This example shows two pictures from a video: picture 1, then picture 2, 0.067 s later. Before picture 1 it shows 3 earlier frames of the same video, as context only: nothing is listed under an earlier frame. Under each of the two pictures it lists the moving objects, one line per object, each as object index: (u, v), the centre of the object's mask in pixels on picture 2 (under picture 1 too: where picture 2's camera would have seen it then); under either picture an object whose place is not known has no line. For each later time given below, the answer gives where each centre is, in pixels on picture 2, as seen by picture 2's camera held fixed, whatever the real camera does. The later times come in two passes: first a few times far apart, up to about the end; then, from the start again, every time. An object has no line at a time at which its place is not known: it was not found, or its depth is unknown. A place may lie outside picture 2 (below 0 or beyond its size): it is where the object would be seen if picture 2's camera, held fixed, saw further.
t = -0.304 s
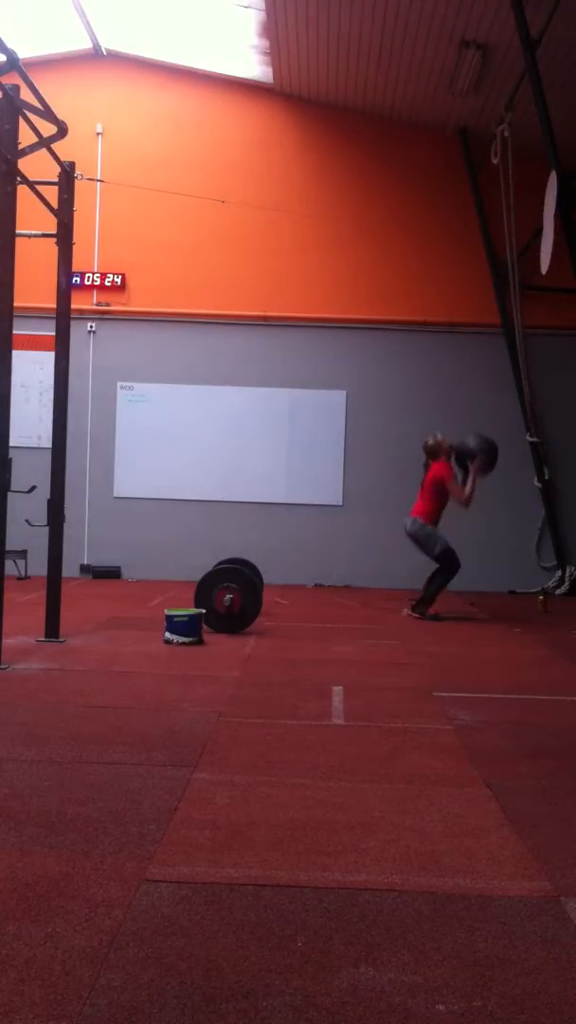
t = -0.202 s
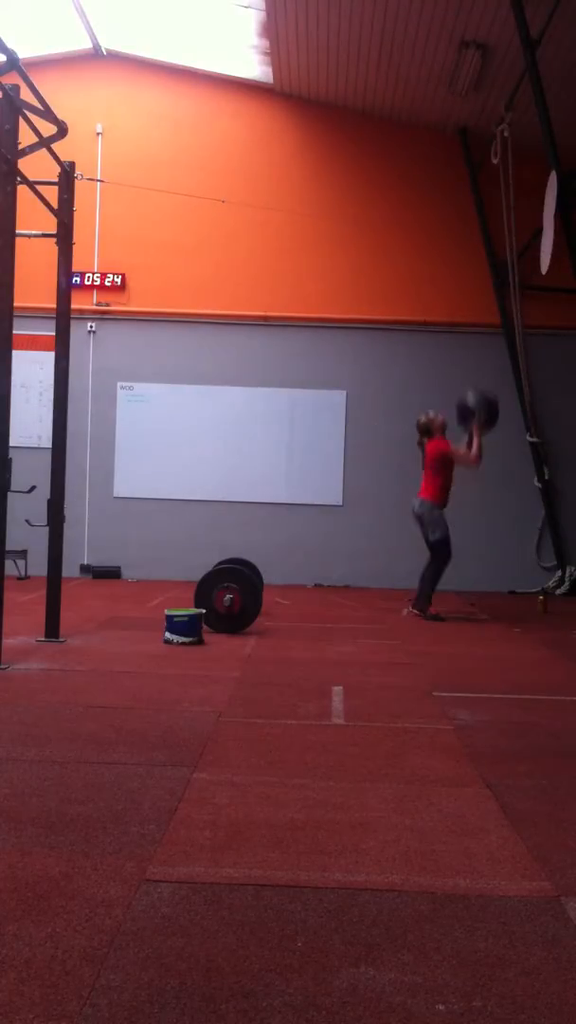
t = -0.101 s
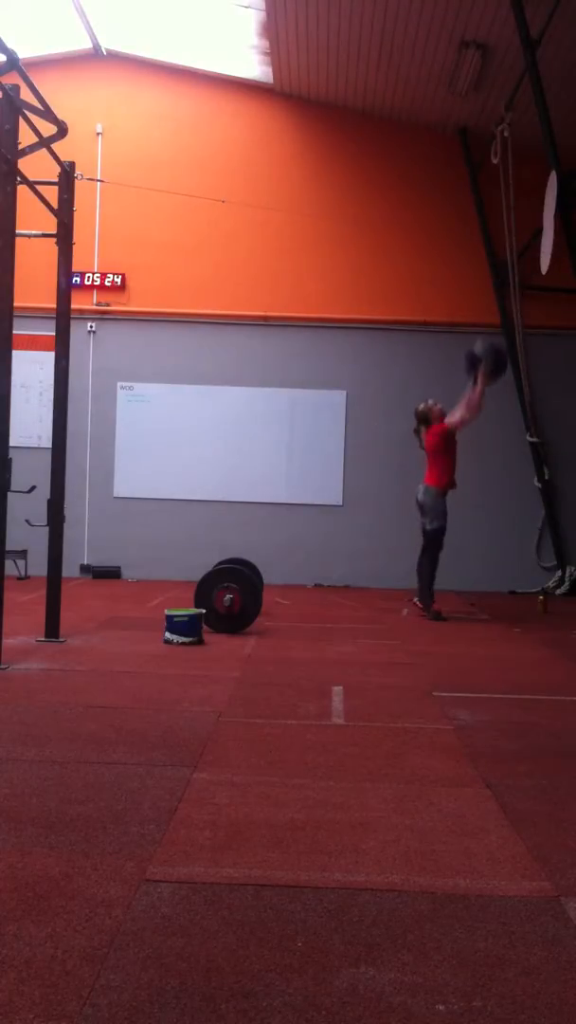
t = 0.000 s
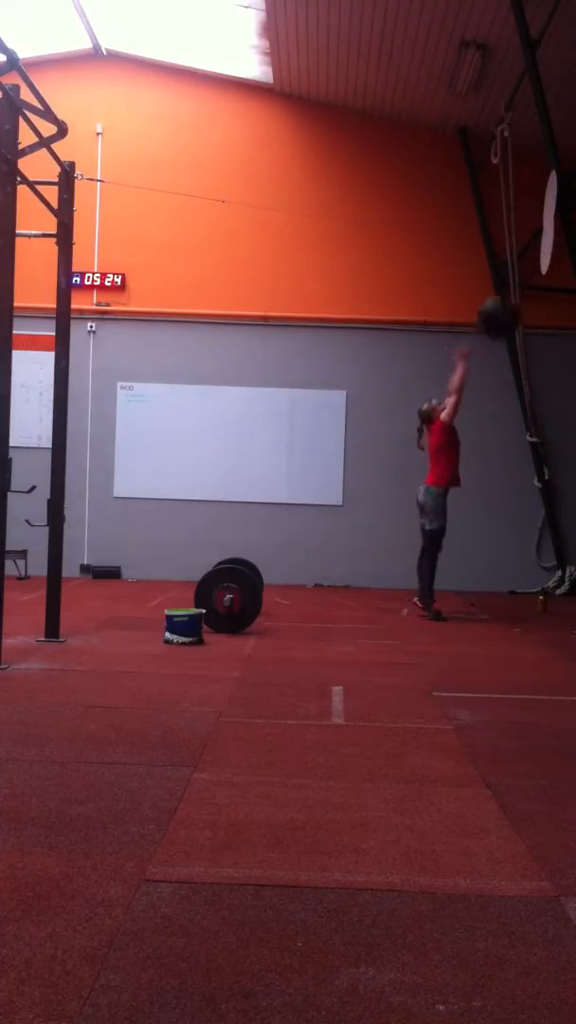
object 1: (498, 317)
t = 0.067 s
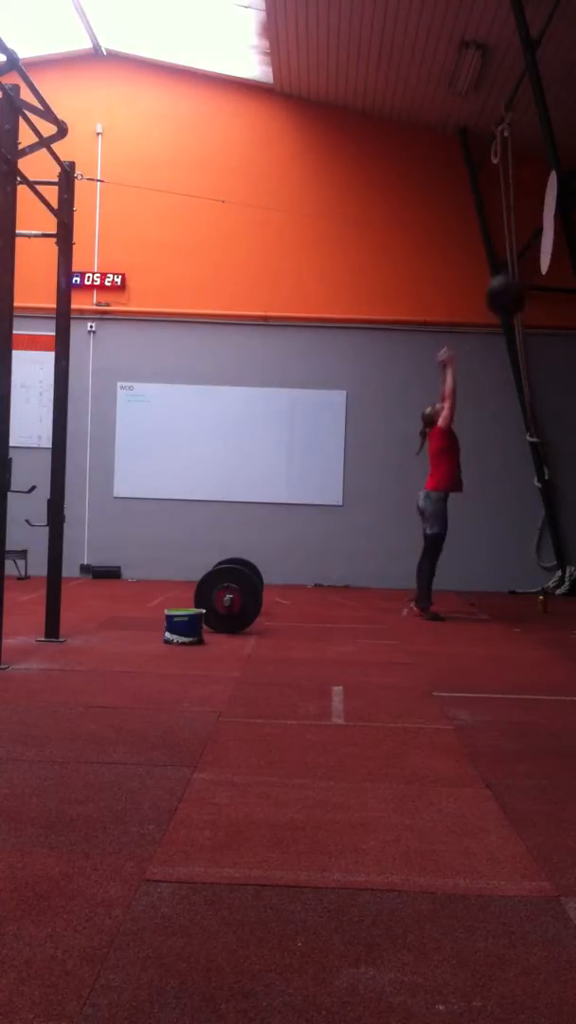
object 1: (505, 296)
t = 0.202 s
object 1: (519, 268)
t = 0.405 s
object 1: (520, 269)
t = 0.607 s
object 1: (506, 322)
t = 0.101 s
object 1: (509, 287)
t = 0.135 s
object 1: (511, 279)
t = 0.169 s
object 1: (516, 274)
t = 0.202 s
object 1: (519, 268)
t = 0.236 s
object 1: (526, 263)
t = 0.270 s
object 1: (526, 263)
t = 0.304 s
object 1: (526, 263)
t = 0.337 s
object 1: (525, 263)
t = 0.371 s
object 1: (521, 266)
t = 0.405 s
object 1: (520, 269)
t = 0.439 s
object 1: (517, 275)
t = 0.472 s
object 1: (515, 280)
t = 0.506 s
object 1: (512, 290)
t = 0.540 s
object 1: (511, 298)
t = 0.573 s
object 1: (507, 310)
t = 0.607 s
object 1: (506, 322)
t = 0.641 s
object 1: (502, 337)
